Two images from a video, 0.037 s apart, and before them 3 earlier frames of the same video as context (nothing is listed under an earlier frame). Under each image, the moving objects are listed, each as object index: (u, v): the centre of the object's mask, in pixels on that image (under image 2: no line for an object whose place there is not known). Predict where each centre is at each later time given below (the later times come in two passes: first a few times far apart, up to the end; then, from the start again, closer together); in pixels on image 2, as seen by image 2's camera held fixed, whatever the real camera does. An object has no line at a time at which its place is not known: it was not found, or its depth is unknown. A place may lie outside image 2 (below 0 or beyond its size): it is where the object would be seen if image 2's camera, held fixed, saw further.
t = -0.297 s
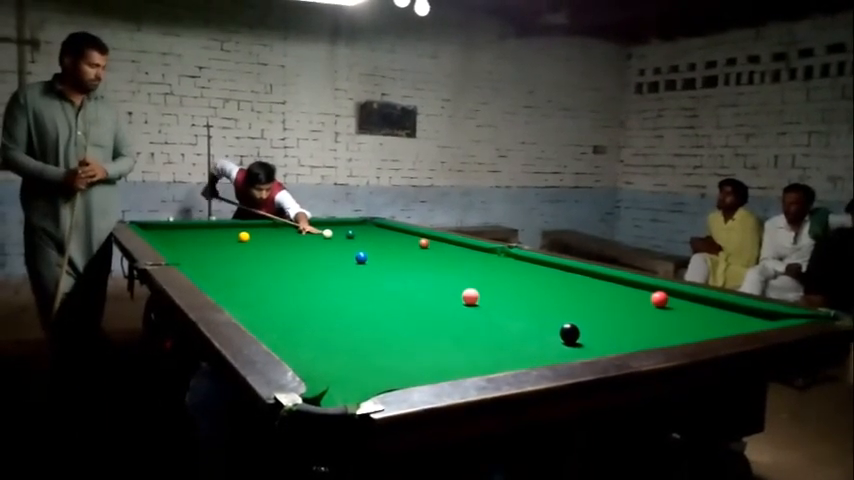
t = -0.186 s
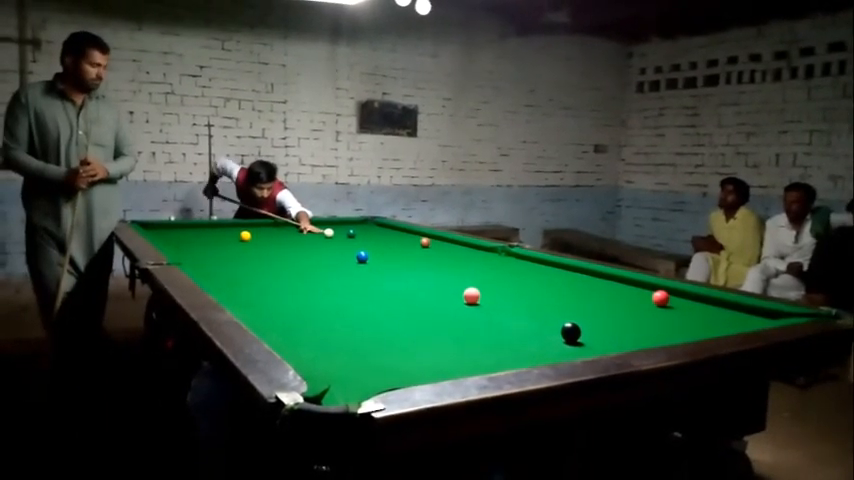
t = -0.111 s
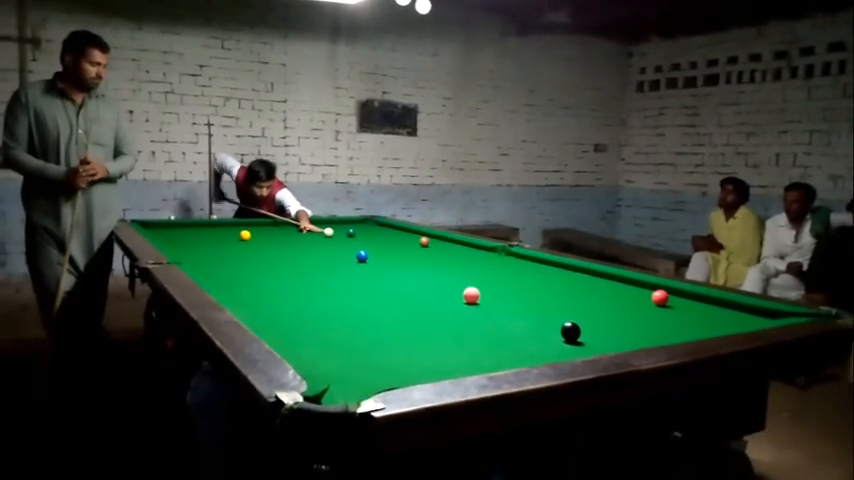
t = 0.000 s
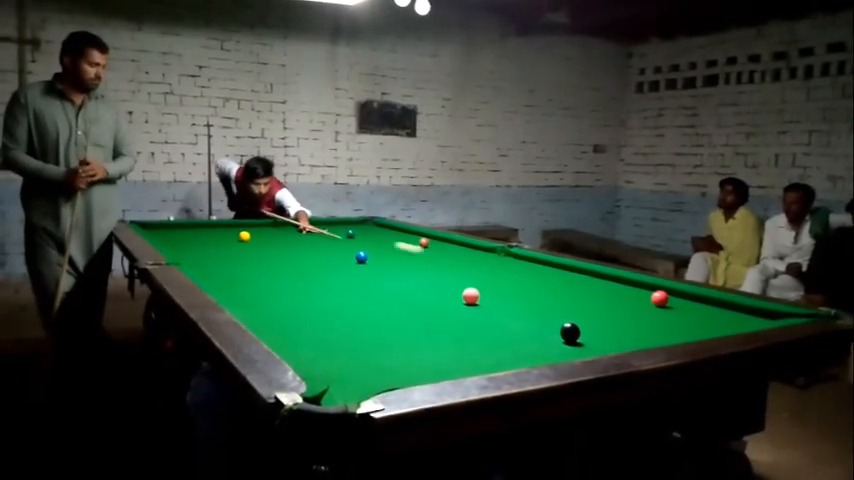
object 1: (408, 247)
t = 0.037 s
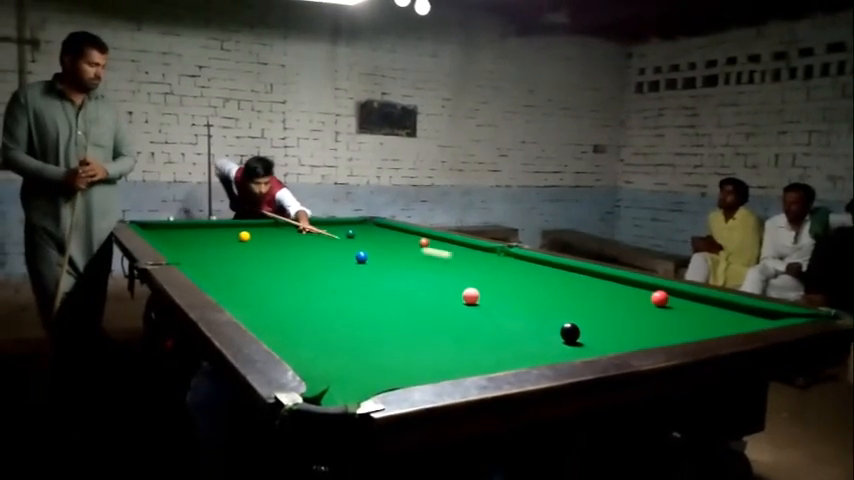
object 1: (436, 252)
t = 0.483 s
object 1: (662, 314)
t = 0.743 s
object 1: (684, 330)
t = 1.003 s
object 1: (606, 327)
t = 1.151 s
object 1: (565, 318)
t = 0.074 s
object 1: (467, 258)
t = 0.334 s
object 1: (648, 301)
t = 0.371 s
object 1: (651, 304)
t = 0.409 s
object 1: (657, 309)
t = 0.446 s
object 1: (659, 311)
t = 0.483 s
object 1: (662, 314)
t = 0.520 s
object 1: (665, 316)
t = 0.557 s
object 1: (668, 319)
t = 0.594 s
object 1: (672, 322)
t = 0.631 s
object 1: (675, 325)
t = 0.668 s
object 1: (678, 327)
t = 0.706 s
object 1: (680, 328)
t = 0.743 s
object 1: (684, 330)
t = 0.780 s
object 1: (672, 331)
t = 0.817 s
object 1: (661, 331)
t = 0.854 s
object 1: (650, 330)
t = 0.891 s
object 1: (638, 330)
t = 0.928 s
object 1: (628, 330)
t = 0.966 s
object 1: (616, 329)
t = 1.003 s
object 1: (606, 327)
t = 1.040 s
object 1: (595, 326)
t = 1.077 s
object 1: (586, 324)
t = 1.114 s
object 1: (575, 321)
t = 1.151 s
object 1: (565, 318)
